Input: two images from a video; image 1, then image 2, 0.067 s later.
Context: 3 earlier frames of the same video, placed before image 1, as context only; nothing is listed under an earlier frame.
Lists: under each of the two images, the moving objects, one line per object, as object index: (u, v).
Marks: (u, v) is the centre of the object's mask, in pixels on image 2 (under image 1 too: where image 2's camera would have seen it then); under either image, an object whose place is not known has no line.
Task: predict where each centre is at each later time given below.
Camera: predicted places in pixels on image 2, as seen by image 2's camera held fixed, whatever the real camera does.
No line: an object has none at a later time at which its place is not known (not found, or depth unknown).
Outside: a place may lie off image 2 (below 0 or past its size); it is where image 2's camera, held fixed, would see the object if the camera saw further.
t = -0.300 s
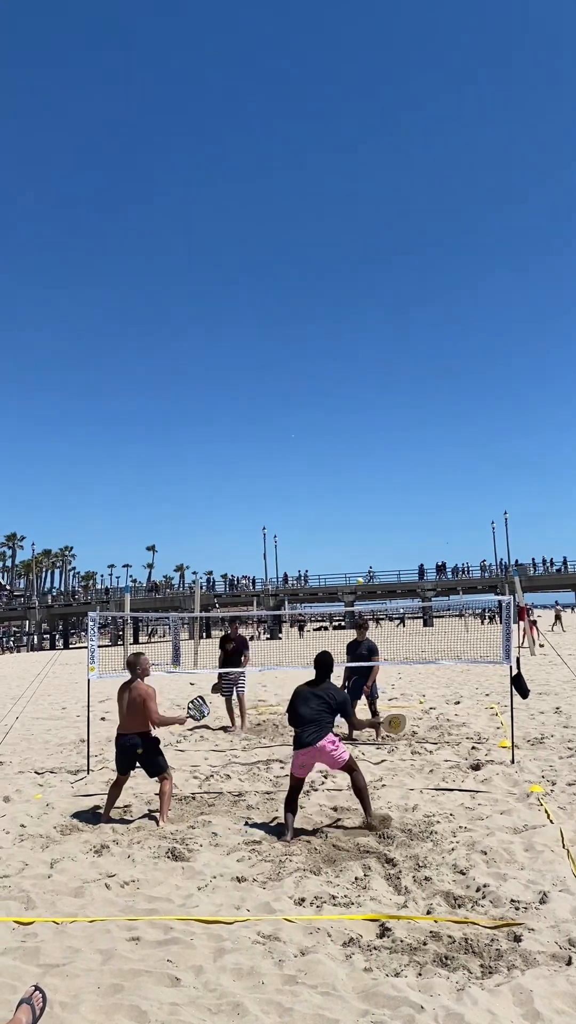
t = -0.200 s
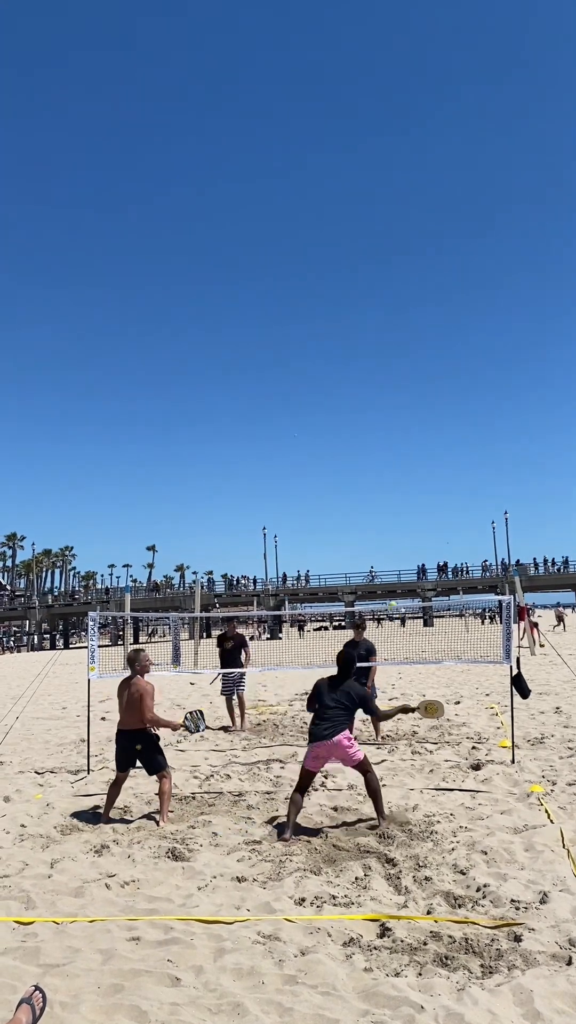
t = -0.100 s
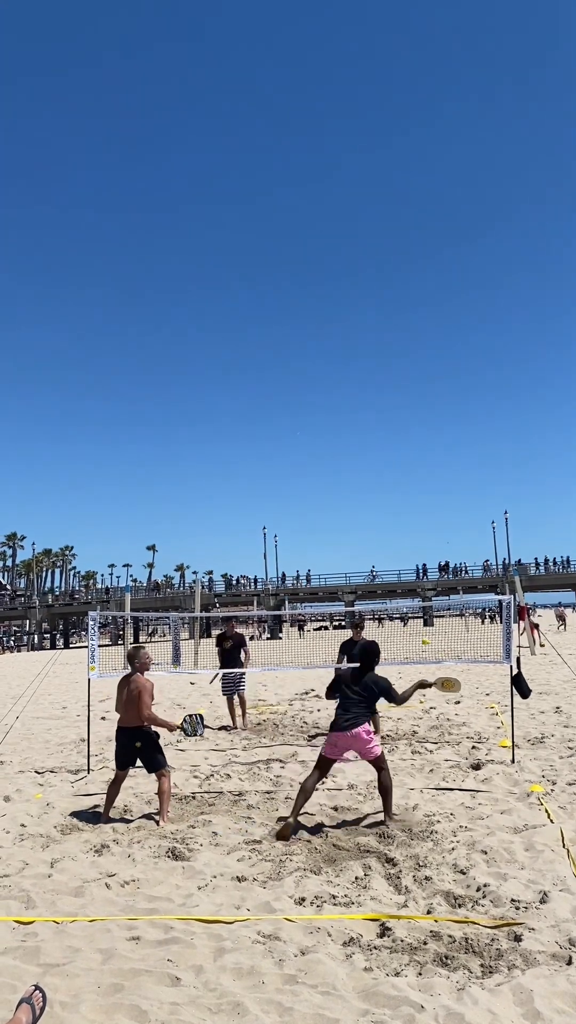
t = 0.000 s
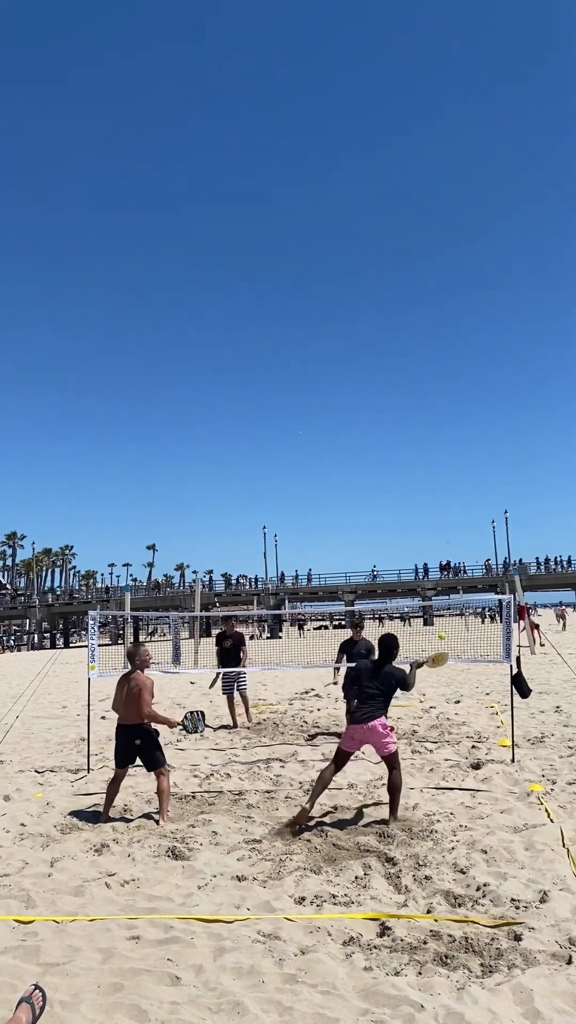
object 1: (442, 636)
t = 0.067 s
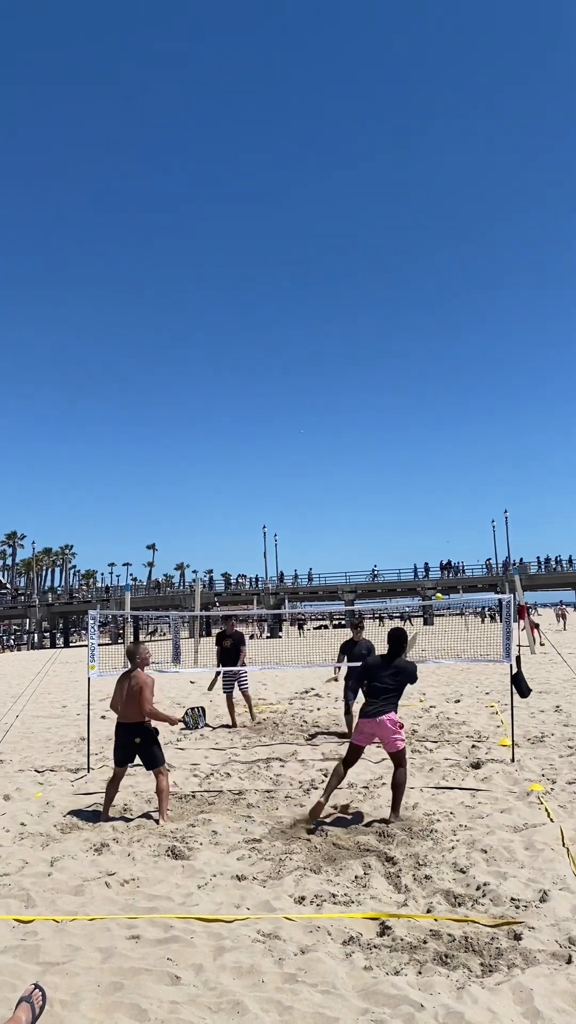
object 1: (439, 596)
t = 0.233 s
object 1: (431, 535)
